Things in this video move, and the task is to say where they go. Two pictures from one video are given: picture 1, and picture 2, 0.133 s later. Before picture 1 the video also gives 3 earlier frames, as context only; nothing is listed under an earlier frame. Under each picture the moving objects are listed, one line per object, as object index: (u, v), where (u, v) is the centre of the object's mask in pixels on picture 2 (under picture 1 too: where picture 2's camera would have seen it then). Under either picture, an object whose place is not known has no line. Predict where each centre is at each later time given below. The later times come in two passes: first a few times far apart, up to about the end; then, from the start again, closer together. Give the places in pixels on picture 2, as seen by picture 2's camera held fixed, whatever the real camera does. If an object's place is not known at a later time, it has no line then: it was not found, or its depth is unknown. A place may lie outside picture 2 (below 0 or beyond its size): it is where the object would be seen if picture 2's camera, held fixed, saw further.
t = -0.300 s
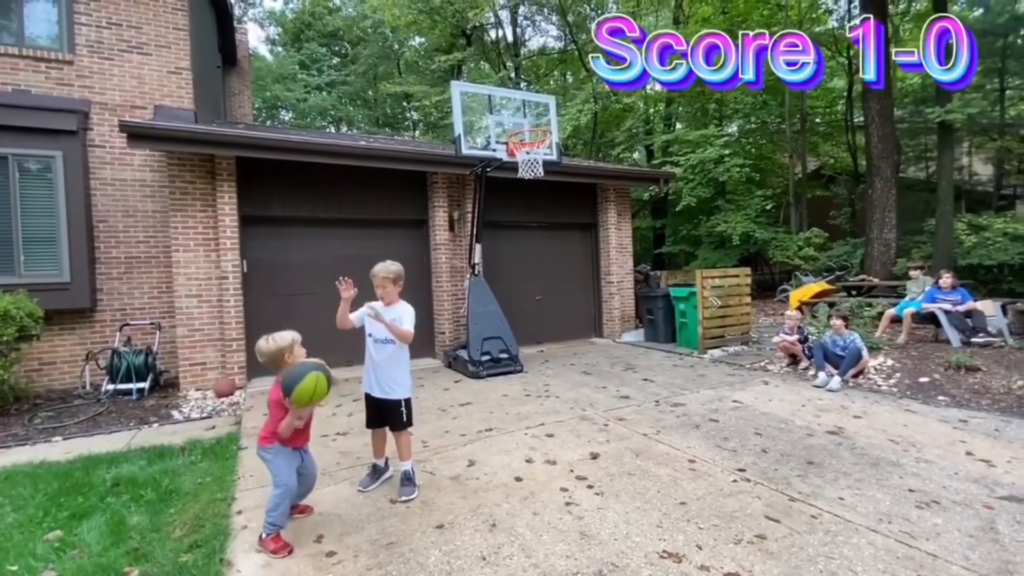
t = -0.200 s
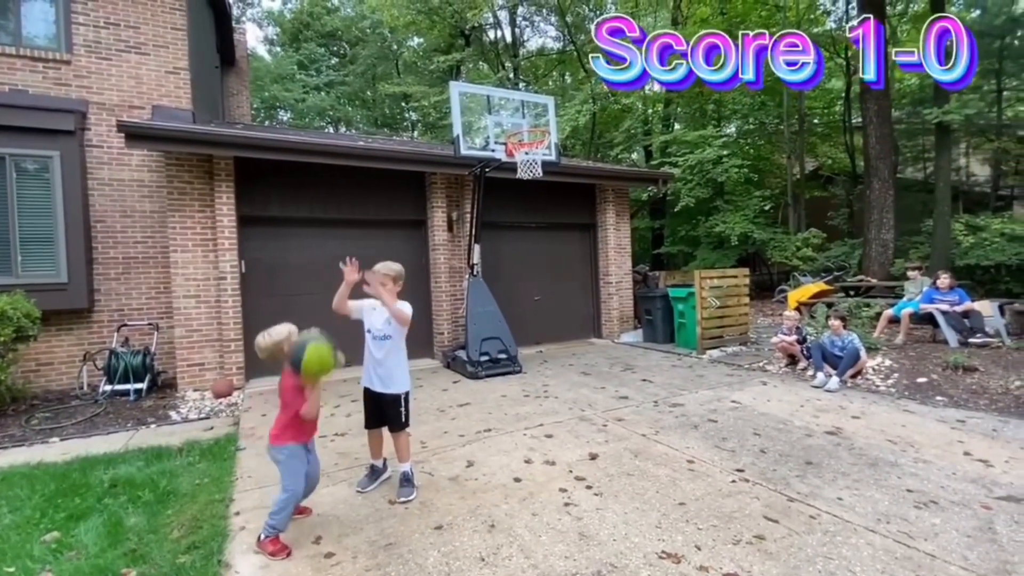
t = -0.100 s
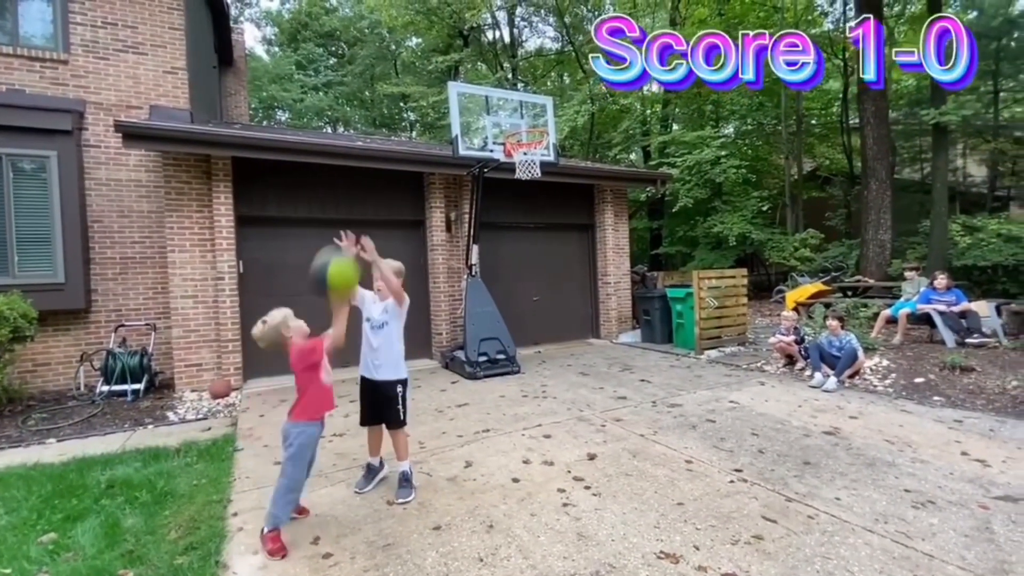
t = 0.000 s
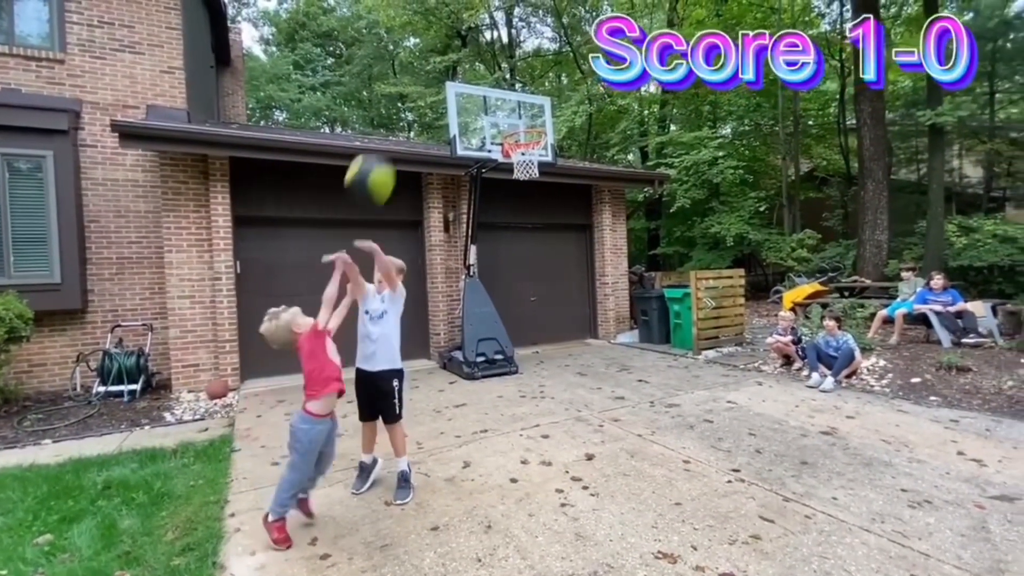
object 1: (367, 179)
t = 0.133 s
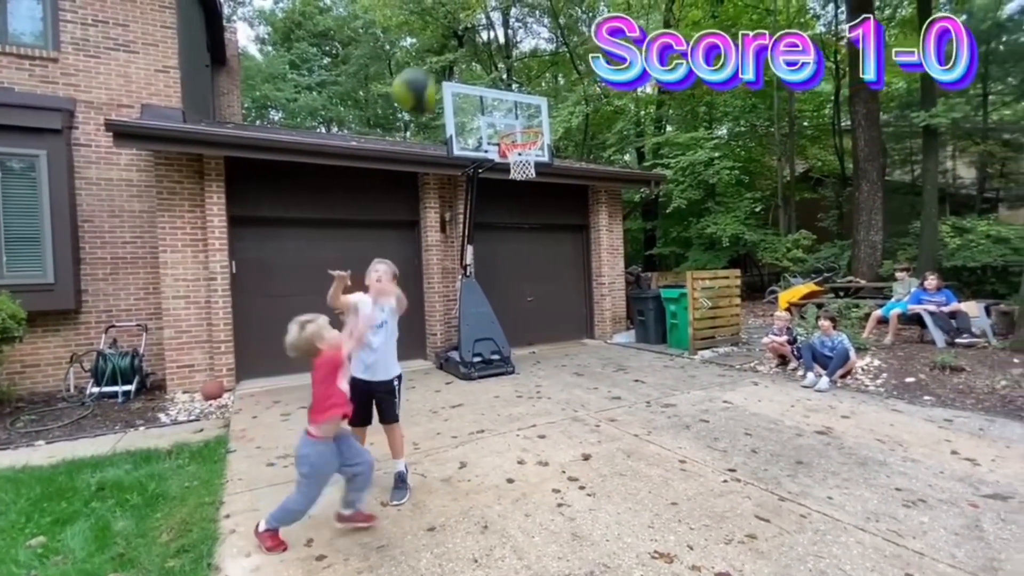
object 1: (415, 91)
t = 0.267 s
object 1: (459, 42)
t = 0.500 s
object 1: (531, 35)
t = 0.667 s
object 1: (576, 83)
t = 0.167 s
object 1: (426, 76)
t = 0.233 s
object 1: (449, 52)
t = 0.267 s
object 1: (459, 42)
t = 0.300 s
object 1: (470, 36)
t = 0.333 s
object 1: (480, 31)
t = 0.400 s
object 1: (502, 27)
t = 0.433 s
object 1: (512, 28)
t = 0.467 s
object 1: (521, 31)
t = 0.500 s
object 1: (531, 35)
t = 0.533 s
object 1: (541, 42)
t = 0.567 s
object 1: (549, 49)
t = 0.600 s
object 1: (559, 58)
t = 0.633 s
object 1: (567, 70)
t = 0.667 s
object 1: (576, 83)
